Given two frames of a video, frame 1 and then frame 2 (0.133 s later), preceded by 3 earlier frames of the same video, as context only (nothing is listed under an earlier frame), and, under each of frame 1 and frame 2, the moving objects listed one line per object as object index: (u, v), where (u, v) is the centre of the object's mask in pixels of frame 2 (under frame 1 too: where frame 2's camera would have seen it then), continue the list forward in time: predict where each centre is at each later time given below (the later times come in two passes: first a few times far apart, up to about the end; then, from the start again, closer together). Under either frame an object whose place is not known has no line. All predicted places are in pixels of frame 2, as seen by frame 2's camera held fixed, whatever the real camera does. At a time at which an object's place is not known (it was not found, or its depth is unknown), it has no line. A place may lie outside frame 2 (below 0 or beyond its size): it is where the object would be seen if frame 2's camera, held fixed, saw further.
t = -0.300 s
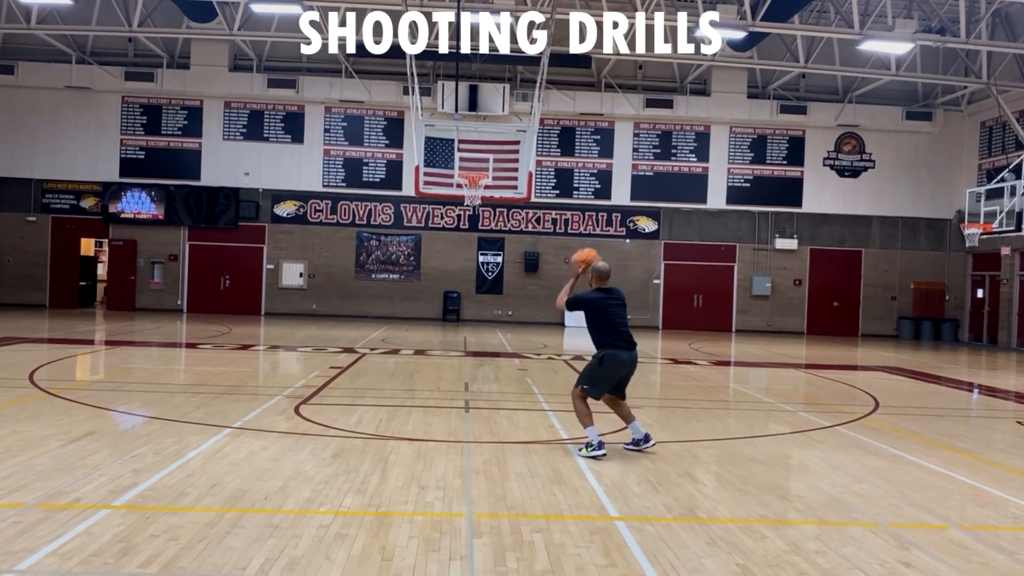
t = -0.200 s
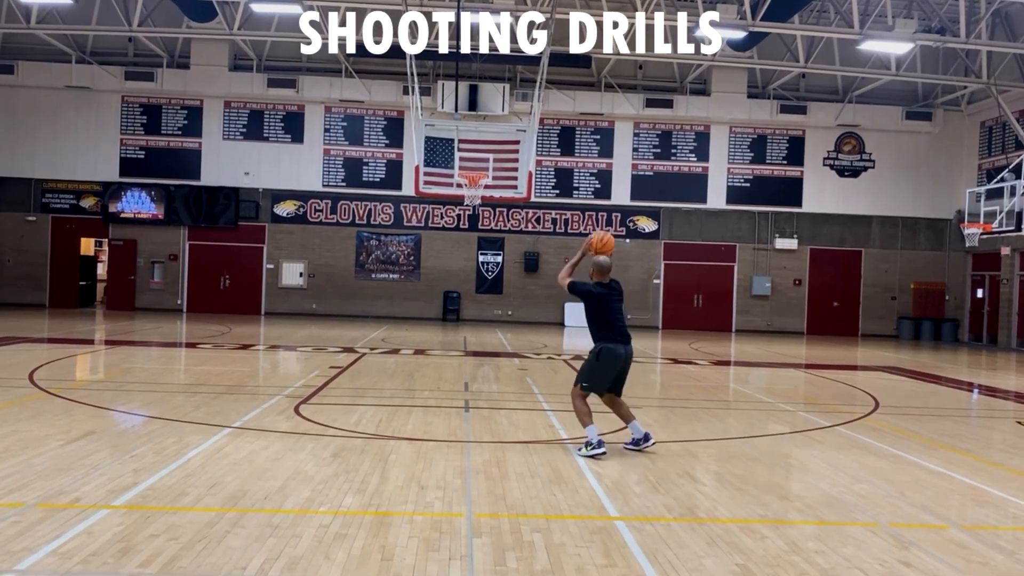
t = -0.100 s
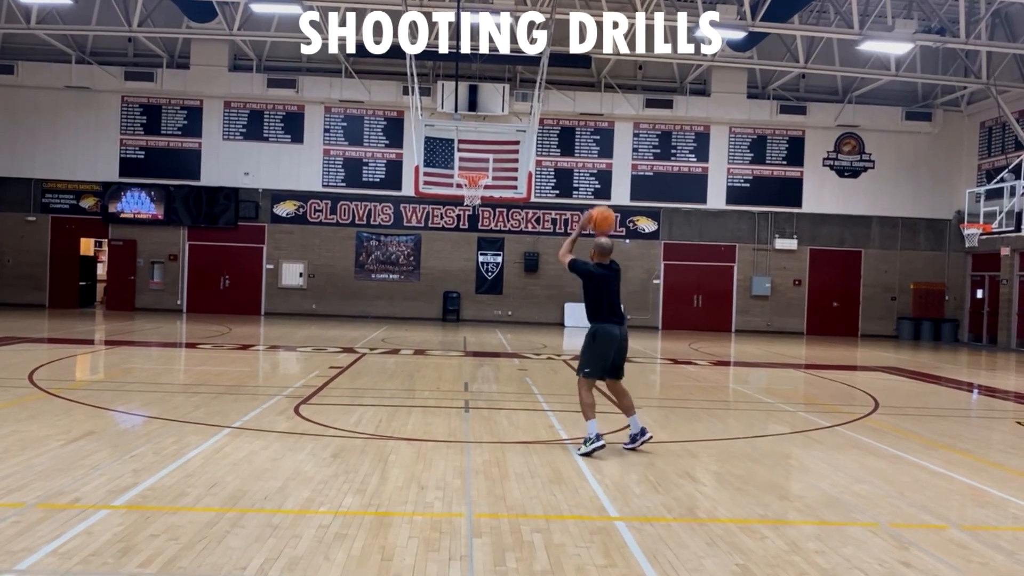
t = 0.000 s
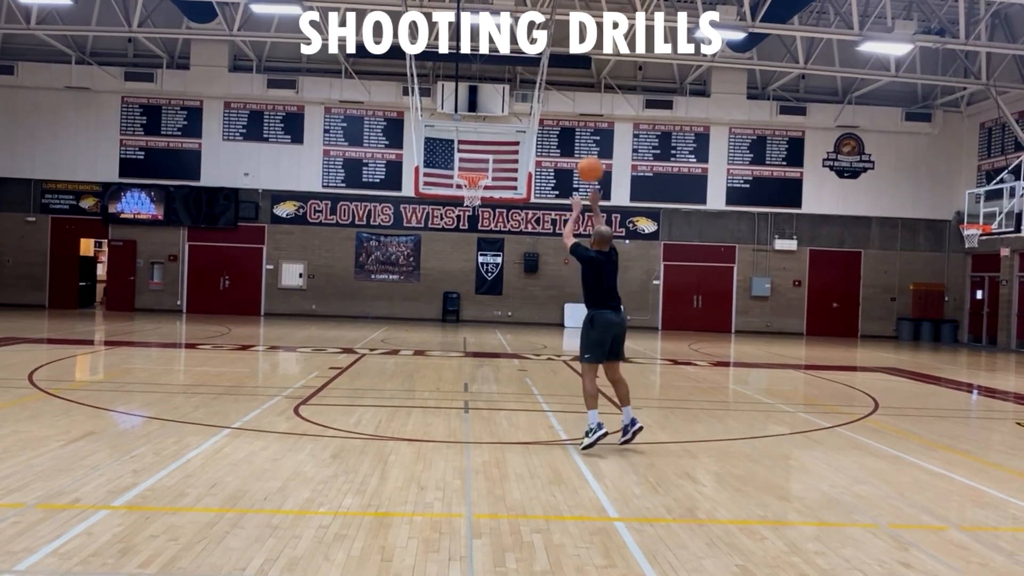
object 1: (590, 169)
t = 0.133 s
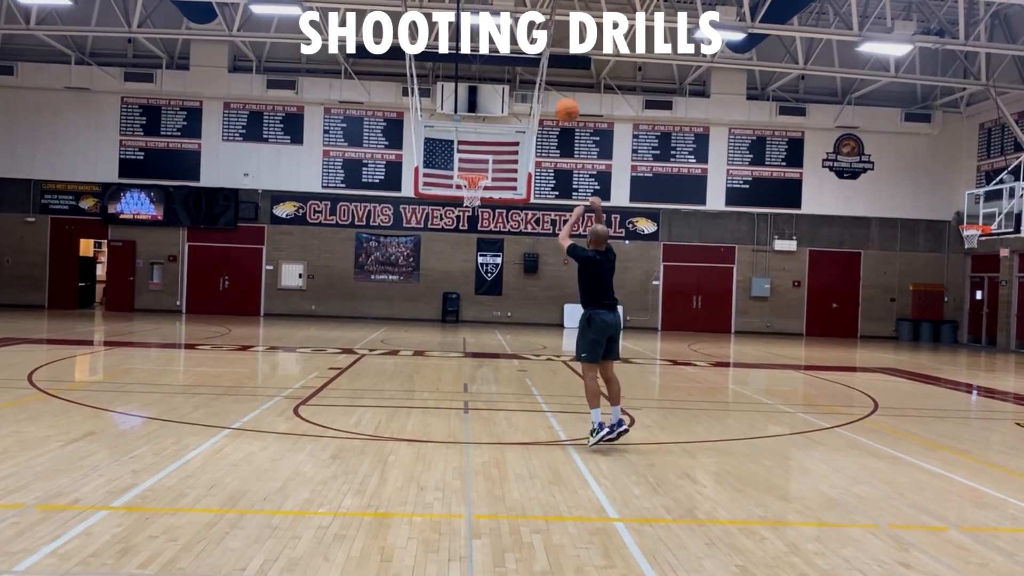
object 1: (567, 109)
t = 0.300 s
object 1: (543, 71)
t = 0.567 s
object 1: (511, 66)
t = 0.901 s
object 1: (481, 124)
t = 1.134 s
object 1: (471, 186)
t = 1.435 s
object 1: (487, 289)
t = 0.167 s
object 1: (561, 99)
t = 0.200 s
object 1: (557, 91)
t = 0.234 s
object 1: (552, 83)
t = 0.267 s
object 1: (547, 77)
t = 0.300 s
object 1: (543, 71)
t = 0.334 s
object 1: (538, 67)
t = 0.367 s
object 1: (534, 64)
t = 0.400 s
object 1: (530, 63)
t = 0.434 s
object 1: (526, 61)
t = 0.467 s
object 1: (522, 61)
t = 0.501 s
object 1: (519, 62)
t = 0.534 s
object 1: (515, 63)
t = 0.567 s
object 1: (511, 66)
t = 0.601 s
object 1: (508, 68)
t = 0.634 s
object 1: (505, 72)
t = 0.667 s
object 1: (502, 76)
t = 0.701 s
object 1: (499, 82)
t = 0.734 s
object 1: (496, 87)
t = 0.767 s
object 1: (492, 94)
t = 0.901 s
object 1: (481, 124)
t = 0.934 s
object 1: (479, 134)
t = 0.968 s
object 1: (475, 143)
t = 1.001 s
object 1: (473, 153)
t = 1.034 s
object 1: (470, 164)
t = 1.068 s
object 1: (467, 171)
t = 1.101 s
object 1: (470, 181)
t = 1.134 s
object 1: (471, 186)
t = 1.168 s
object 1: (471, 202)
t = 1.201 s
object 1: (474, 209)
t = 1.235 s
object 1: (475, 220)
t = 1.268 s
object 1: (477, 229)
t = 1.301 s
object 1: (480, 241)
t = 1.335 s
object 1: (481, 252)
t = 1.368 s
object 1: (483, 264)
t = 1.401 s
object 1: (485, 277)
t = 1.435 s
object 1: (487, 289)
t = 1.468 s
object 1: (489, 303)
